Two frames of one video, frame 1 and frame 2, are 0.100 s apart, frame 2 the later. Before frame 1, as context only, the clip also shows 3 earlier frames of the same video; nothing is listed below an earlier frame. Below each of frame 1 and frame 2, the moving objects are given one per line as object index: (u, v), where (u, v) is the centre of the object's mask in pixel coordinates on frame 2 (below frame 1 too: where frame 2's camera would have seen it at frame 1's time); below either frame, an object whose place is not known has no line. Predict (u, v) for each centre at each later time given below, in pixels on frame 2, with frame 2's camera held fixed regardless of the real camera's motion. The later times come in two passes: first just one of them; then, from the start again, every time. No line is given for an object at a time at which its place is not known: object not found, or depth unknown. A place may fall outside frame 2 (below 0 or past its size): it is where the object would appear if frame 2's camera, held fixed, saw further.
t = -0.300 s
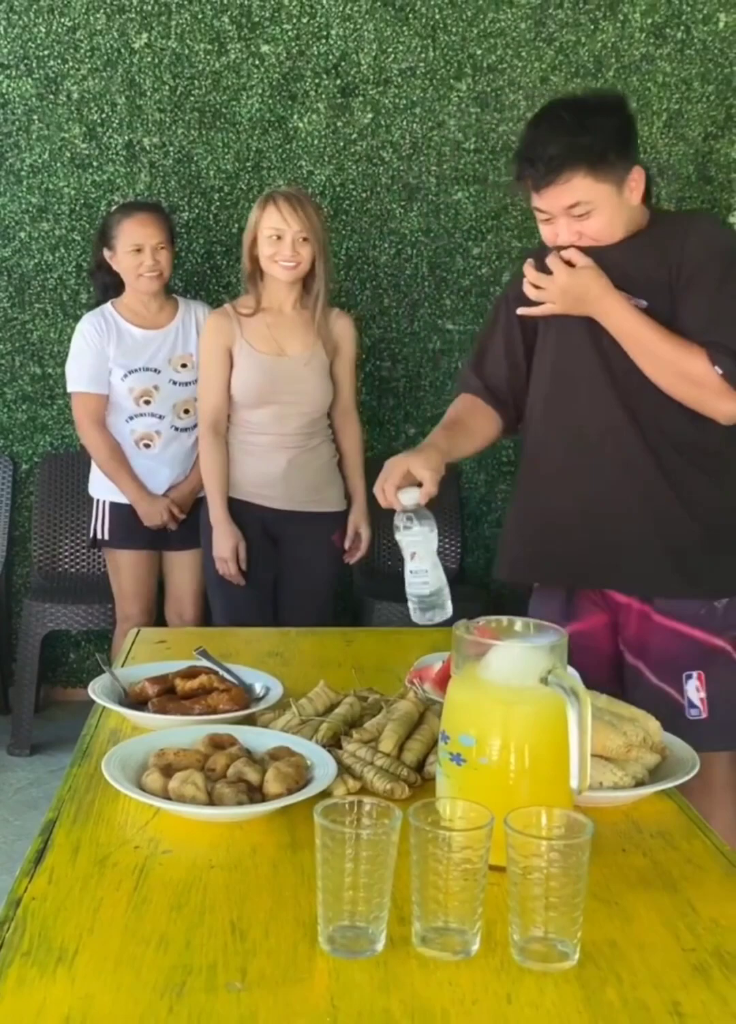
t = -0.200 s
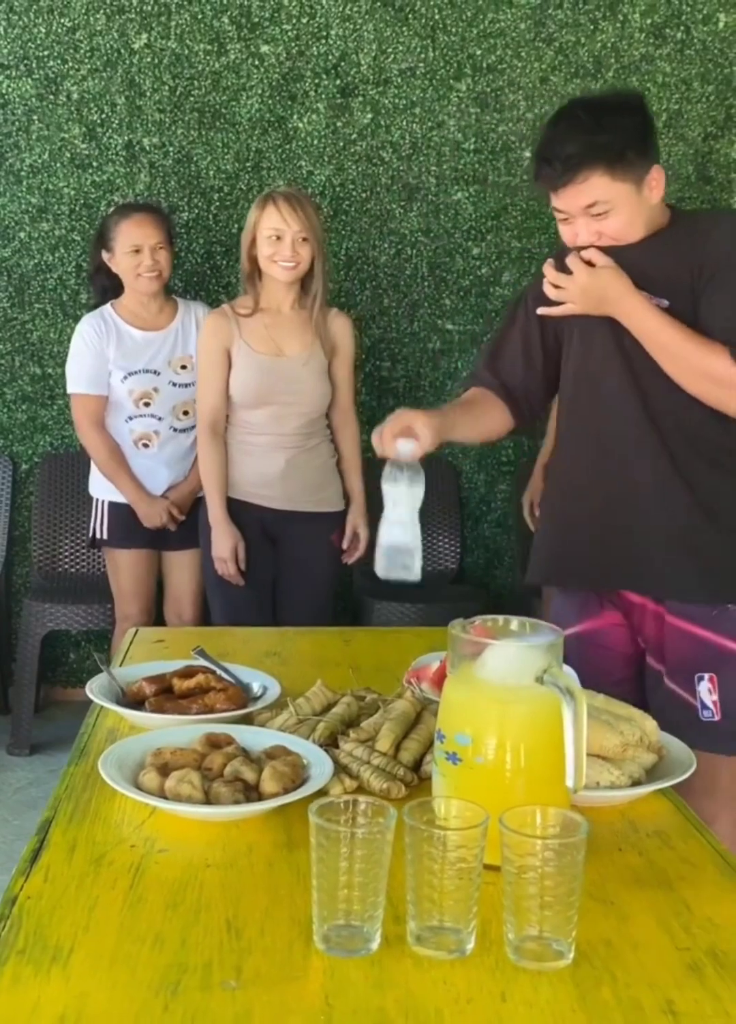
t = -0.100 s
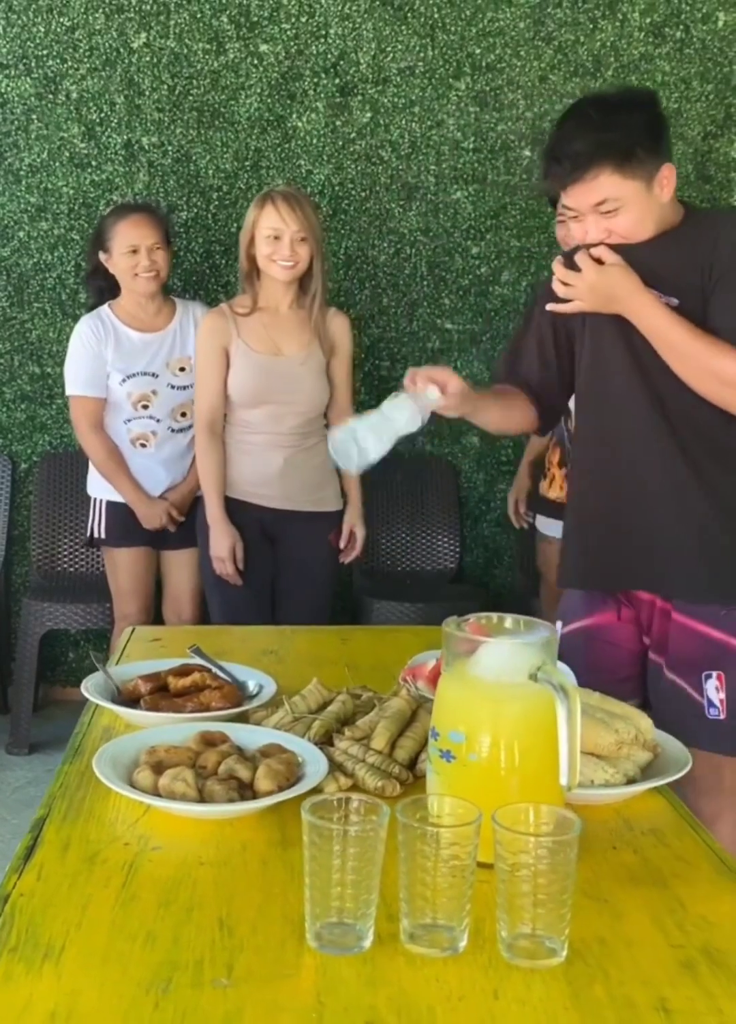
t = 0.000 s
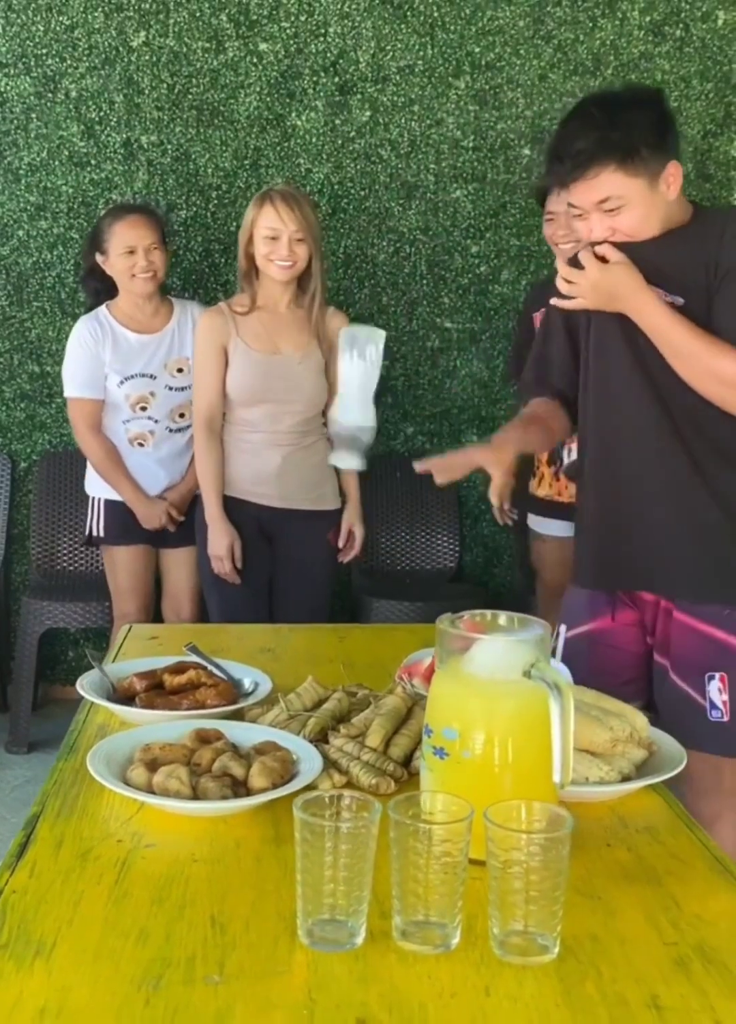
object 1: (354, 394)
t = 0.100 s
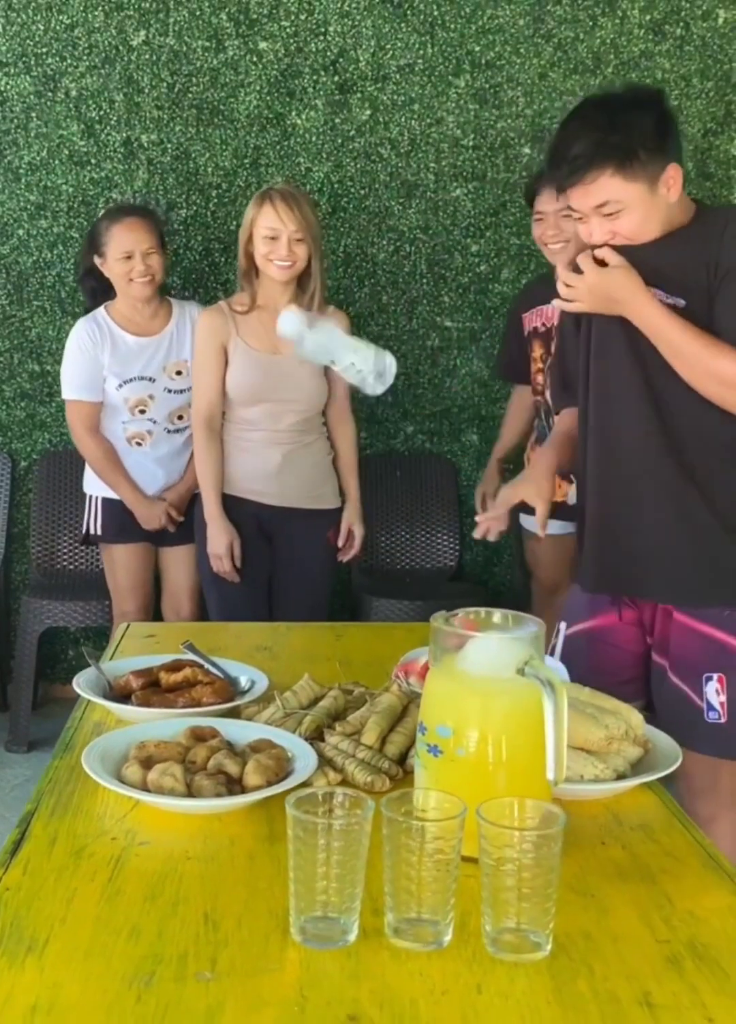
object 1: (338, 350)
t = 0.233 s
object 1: (344, 437)
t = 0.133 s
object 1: (341, 359)
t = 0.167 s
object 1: (343, 376)
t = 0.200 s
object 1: (344, 403)
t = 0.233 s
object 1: (344, 437)
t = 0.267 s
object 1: (343, 483)
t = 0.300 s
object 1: (339, 534)
